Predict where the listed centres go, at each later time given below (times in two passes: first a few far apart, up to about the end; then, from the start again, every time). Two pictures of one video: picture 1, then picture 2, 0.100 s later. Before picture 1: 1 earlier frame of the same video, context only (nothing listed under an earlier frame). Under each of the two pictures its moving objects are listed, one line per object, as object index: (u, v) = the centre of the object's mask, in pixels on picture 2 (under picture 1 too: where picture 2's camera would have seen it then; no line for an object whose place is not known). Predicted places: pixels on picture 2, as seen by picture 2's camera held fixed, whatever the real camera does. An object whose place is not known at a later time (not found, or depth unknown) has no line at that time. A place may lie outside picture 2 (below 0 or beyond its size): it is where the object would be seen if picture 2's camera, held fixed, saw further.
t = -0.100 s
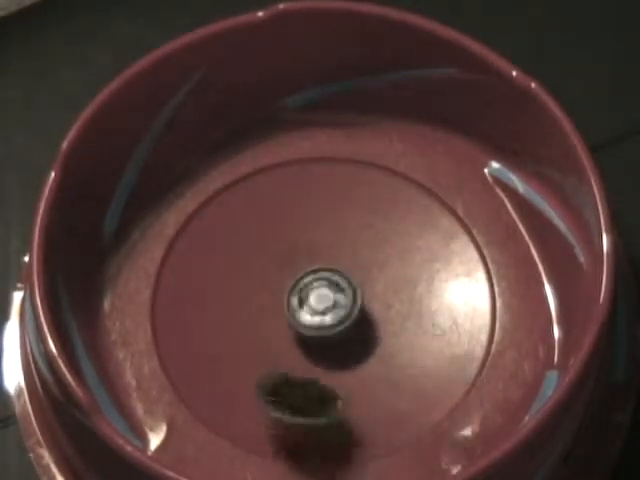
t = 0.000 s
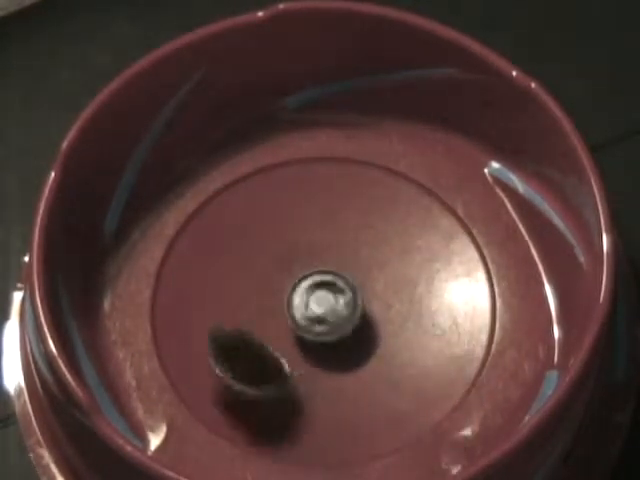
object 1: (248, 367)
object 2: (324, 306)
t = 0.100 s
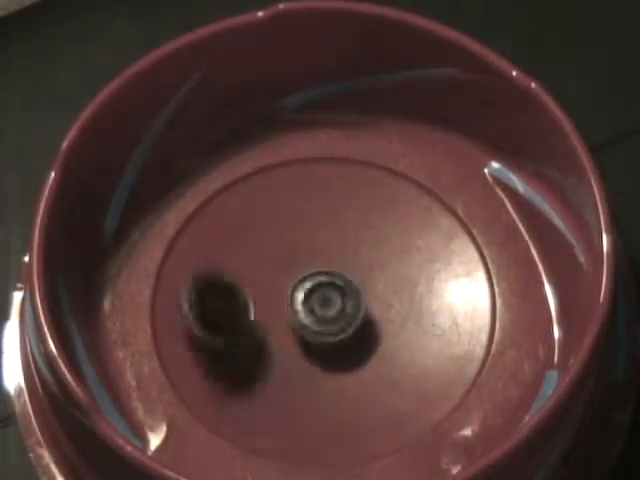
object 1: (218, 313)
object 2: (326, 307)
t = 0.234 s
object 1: (226, 236)
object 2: (326, 309)
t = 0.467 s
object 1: (328, 173)
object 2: (329, 303)
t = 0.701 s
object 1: (431, 252)
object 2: (330, 304)
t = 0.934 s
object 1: (407, 388)
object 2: (333, 306)
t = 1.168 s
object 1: (286, 417)
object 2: (333, 303)
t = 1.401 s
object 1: (229, 290)
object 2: (329, 296)
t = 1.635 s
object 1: (326, 191)
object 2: (328, 298)
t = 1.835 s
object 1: (422, 206)
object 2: (327, 292)
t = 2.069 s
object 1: (386, 324)
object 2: (323, 298)
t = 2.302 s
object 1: (285, 375)
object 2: (322, 275)
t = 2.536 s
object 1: (264, 278)
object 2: (346, 282)
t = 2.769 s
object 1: (211, 217)
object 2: (360, 317)
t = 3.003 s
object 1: (219, 276)
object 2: (330, 330)
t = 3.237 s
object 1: (252, 319)
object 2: (330, 314)
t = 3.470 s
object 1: (301, 336)
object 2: (364, 300)
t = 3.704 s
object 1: (312, 336)
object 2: (374, 298)
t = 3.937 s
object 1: (289, 325)
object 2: (353, 299)
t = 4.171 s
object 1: (284, 322)
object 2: (338, 293)
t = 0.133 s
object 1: (217, 294)
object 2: (323, 307)
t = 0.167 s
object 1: (216, 274)
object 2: (323, 304)
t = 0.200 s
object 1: (221, 251)
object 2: (327, 304)
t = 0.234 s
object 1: (226, 236)
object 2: (326, 309)
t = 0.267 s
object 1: (236, 219)
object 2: (325, 307)
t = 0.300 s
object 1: (248, 201)
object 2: (324, 305)
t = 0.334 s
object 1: (262, 188)
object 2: (328, 304)
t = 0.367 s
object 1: (279, 179)
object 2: (328, 308)
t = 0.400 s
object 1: (295, 173)
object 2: (325, 307)
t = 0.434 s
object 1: (311, 170)
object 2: (324, 305)
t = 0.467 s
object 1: (328, 173)
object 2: (329, 303)
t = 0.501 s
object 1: (346, 175)
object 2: (331, 307)
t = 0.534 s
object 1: (364, 178)
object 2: (328, 306)
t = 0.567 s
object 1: (383, 190)
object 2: (328, 305)
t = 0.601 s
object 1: (398, 205)
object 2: (332, 303)
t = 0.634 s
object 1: (412, 216)
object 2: (332, 307)
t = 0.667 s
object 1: (421, 233)
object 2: (331, 306)
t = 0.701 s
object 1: (431, 252)
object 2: (330, 304)
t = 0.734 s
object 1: (437, 272)
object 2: (333, 303)
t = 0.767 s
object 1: (440, 291)
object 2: (334, 306)
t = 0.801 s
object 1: (439, 313)
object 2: (332, 307)
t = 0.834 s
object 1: (437, 332)
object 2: (331, 305)
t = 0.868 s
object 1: (430, 351)
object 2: (333, 303)
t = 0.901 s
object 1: (420, 370)
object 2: (334, 306)
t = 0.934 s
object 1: (407, 388)
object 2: (333, 306)
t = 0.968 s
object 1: (390, 402)
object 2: (331, 304)
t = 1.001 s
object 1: (375, 418)
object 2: (333, 303)
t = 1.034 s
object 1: (358, 421)
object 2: (334, 305)
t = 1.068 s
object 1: (337, 425)
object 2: (332, 306)
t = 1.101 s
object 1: (319, 425)
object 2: (330, 303)
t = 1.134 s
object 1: (304, 424)
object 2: (331, 301)
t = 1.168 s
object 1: (286, 417)
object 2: (333, 303)
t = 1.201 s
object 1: (267, 403)
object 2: (331, 304)
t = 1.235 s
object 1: (254, 387)
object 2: (329, 302)
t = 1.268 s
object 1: (243, 370)
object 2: (331, 299)
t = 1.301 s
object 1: (234, 350)
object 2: (332, 300)
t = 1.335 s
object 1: (231, 331)
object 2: (331, 302)
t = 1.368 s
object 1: (229, 311)
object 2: (329, 300)
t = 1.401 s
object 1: (229, 290)
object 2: (329, 296)
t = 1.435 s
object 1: (237, 269)
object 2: (330, 297)
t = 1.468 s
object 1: (246, 251)
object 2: (331, 300)
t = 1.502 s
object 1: (260, 235)
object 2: (327, 299)
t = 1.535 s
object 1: (274, 222)
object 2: (328, 295)
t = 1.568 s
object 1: (288, 211)
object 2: (330, 295)
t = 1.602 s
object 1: (305, 199)
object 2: (331, 297)
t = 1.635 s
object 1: (326, 191)
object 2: (328, 298)
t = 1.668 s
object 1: (344, 185)
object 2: (327, 296)
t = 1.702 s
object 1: (361, 186)
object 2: (329, 295)
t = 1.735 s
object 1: (384, 189)
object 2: (329, 297)
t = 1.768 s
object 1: (402, 189)
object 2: (326, 297)
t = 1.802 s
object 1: (415, 197)
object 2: (324, 294)
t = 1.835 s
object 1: (422, 206)
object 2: (327, 292)
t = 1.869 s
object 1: (426, 225)
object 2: (329, 296)
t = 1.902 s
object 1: (426, 240)
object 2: (326, 298)
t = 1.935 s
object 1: (426, 257)
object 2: (323, 297)
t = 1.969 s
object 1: (419, 275)
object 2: (324, 294)
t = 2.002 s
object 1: (411, 290)
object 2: (327, 295)
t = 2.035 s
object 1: (399, 310)
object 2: (327, 299)
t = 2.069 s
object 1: (386, 324)
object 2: (323, 298)
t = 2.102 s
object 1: (375, 334)
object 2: (320, 293)
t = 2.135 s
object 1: (368, 356)
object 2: (320, 287)
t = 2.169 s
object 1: (350, 361)
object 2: (321, 282)
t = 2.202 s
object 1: (324, 374)
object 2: (320, 278)
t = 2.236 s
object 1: (311, 379)
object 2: (319, 276)
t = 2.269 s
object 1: (296, 378)
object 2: (322, 273)
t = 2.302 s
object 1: (285, 375)
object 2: (322, 275)
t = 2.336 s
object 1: (279, 368)
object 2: (322, 274)
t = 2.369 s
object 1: (277, 359)
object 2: (321, 272)
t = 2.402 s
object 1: (278, 345)
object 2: (322, 270)
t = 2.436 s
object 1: (280, 322)
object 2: (327, 271)
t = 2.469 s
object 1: (272, 310)
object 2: (337, 276)
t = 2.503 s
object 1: (270, 301)
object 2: (341, 279)
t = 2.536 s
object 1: (264, 278)
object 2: (346, 282)
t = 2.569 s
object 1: (256, 247)
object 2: (352, 286)
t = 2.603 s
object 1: (247, 228)
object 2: (355, 292)
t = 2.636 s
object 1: (241, 216)
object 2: (355, 298)
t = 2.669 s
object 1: (231, 205)
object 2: (356, 302)
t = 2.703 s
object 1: (219, 201)
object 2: (359, 308)
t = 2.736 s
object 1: (215, 207)
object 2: (360, 314)
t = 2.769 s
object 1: (211, 217)
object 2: (360, 317)
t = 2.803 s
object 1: (211, 229)
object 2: (357, 321)
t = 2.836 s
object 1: (210, 234)
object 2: (352, 324)
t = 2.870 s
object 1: (206, 237)
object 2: (345, 325)
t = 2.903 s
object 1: (206, 243)
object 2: (342, 335)
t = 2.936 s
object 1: (209, 254)
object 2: (339, 336)
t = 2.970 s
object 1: (212, 266)
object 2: (334, 329)
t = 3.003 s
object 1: (219, 276)
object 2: (330, 330)
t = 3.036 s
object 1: (226, 285)
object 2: (328, 329)
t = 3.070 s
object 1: (232, 299)
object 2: (325, 326)
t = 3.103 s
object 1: (241, 308)
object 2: (324, 323)
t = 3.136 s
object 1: (244, 313)
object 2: (328, 320)
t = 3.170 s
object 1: (243, 309)
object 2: (329, 317)
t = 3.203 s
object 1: (247, 313)
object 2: (329, 315)
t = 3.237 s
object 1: (252, 319)
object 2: (330, 314)
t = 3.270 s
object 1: (255, 322)
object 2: (331, 313)
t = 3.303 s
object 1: (261, 326)
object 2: (335, 311)
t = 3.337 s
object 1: (266, 327)
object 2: (340, 309)
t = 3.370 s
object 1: (279, 335)
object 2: (346, 305)
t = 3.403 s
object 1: (285, 336)
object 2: (351, 303)
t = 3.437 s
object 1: (292, 336)
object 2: (358, 302)
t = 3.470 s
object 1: (301, 336)
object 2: (364, 300)
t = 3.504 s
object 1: (306, 337)
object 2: (366, 300)
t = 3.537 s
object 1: (312, 336)
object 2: (372, 297)
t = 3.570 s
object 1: (315, 335)
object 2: (373, 296)
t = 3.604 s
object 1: (319, 335)
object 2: (374, 295)
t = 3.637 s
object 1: (319, 335)
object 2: (375, 294)
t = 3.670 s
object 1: (317, 335)
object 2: (375, 295)
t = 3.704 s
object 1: (312, 336)
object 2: (374, 298)
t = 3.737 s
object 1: (310, 334)
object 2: (373, 298)
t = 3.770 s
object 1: (307, 333)
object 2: (371, 299)
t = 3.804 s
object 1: (304, 332)
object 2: (369, 301)
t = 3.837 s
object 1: (300, 331)
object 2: (365, 301)
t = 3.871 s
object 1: (297, 329)
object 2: (359, 301)
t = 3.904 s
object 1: (292, 326)
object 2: (355, 299)
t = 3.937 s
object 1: (289, 325)
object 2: (353, 299)
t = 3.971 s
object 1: (287, 324)
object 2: (350, 301)
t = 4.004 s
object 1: (286, 324)
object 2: (348, 299)
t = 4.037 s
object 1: (285, 323)
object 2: (345, 297)
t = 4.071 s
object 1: (284, 323)
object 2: (343, 297)
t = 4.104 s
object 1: (283, 322)
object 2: (341, 295)
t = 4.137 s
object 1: (283, 322)
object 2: (339, 294)
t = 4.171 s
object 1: (284, 322)
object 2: (338, 293)
